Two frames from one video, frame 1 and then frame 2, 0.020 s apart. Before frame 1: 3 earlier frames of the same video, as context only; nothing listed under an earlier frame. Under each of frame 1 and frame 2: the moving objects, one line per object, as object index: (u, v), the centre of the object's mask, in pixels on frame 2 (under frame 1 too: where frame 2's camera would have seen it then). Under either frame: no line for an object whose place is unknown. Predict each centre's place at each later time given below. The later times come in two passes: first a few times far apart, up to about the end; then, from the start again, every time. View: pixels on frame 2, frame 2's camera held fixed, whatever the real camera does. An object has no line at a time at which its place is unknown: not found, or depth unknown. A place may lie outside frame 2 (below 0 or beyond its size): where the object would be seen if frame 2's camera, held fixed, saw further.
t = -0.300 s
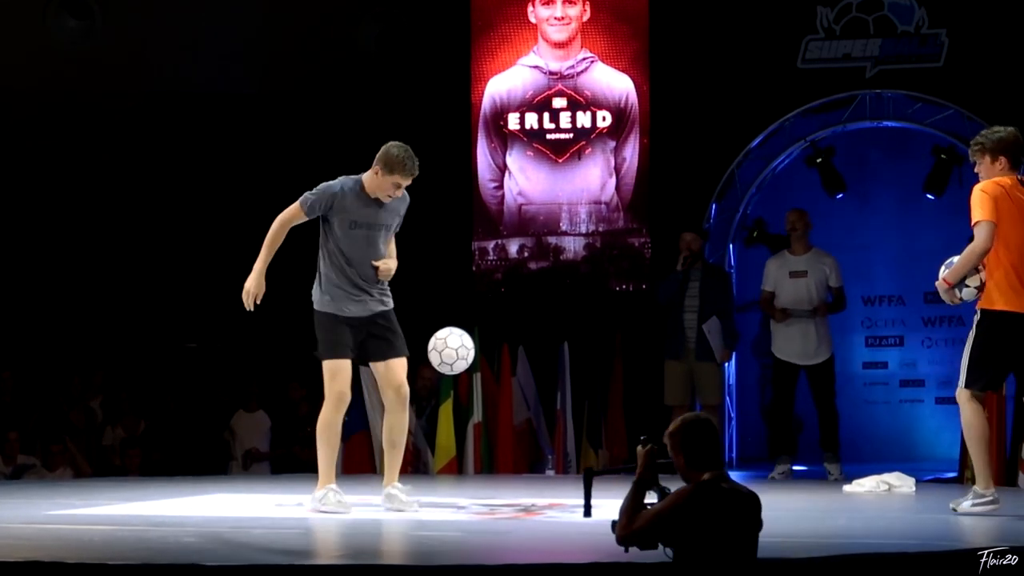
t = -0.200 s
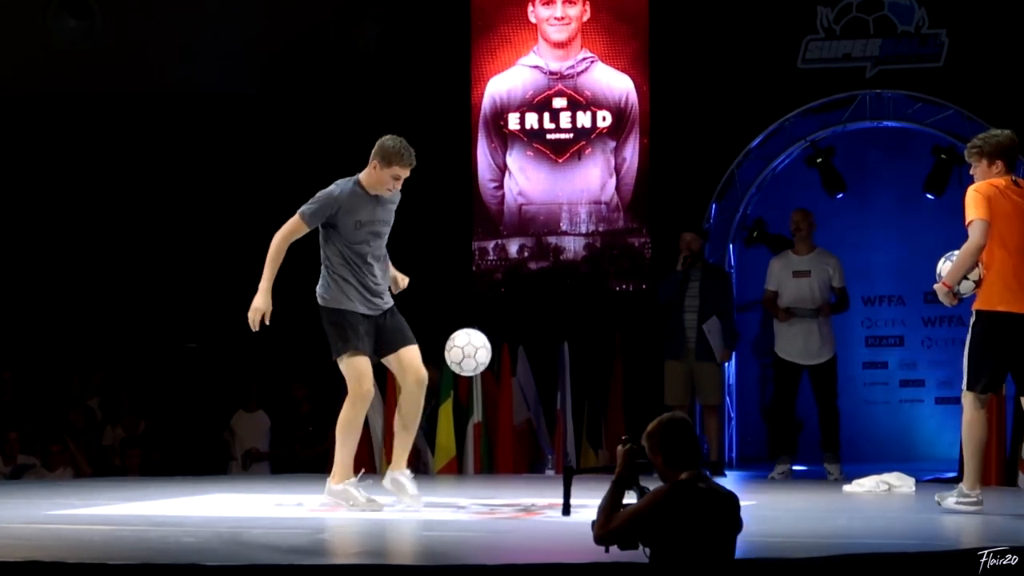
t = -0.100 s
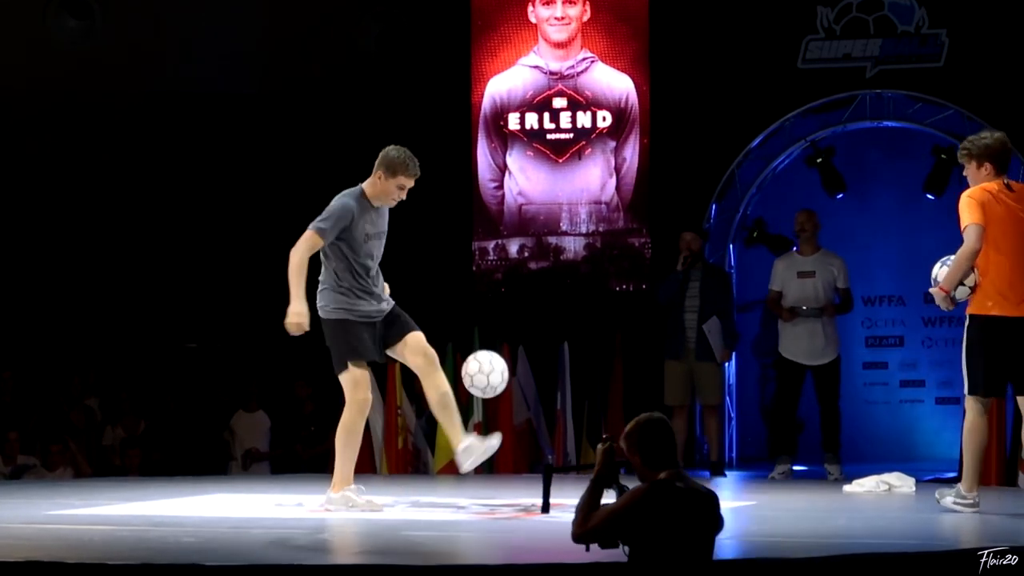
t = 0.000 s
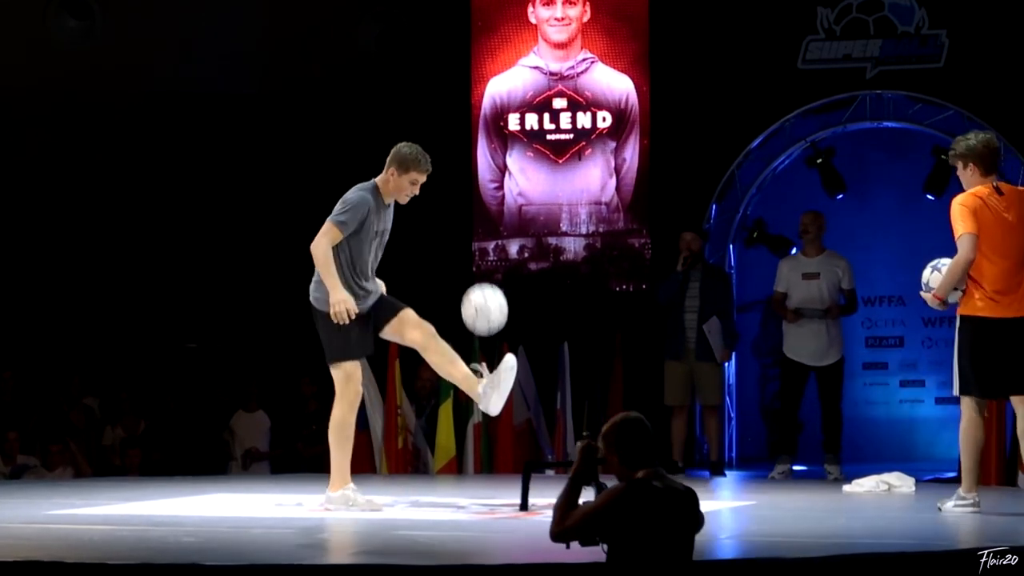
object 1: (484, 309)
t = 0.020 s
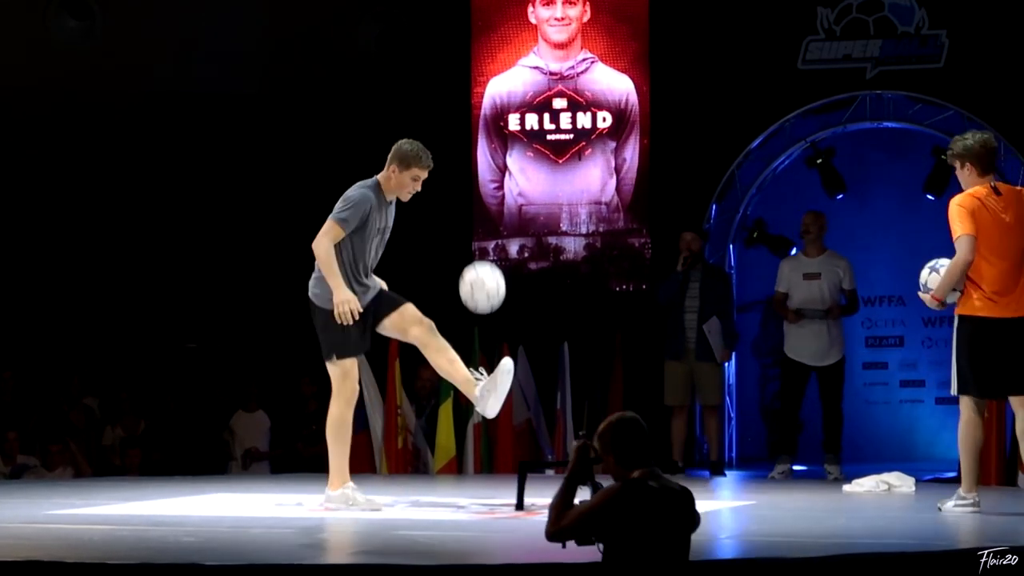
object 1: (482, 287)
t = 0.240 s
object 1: (455, 99)
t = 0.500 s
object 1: (422, 13)
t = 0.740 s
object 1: (393, 41)
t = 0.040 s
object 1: (479, 265)
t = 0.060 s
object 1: (477, 245)
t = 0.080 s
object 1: (475, 226)
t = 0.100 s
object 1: (473, 207)
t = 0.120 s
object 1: (470, 189)
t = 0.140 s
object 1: (467, 171)
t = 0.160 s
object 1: (465, 155)
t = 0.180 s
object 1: (462, 140)
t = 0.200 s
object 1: (460, 126)
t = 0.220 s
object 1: (457, 112)
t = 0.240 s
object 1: (455, 99)
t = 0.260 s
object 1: (453, 88)
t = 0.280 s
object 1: (450, 77)
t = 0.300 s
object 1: (448, 66)
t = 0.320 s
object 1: (445, 57)
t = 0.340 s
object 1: (443, 48)
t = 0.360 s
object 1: (440, 40)
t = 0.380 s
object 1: (438, 33)
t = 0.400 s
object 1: (435, 26)
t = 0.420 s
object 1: (433, 21)
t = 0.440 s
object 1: (430, 18)
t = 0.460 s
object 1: (428, 16)
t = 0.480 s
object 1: (425, 14)
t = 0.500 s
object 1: (422, 13)
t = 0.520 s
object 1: (420, 12)
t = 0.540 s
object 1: (418, 12)
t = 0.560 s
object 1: (415, 12)
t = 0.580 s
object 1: (412, 13)
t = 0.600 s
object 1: (410, 14)
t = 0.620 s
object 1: (408, 15)
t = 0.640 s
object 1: (405, 17)
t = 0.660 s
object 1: (403, 19)
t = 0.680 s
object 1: (400, 23)
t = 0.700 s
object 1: (398, 28)
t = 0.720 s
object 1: (395, 34)
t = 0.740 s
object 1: (393, 41)
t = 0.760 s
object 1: (390, 49)
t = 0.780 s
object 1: (388, 58)
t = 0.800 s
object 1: (385, 68)
